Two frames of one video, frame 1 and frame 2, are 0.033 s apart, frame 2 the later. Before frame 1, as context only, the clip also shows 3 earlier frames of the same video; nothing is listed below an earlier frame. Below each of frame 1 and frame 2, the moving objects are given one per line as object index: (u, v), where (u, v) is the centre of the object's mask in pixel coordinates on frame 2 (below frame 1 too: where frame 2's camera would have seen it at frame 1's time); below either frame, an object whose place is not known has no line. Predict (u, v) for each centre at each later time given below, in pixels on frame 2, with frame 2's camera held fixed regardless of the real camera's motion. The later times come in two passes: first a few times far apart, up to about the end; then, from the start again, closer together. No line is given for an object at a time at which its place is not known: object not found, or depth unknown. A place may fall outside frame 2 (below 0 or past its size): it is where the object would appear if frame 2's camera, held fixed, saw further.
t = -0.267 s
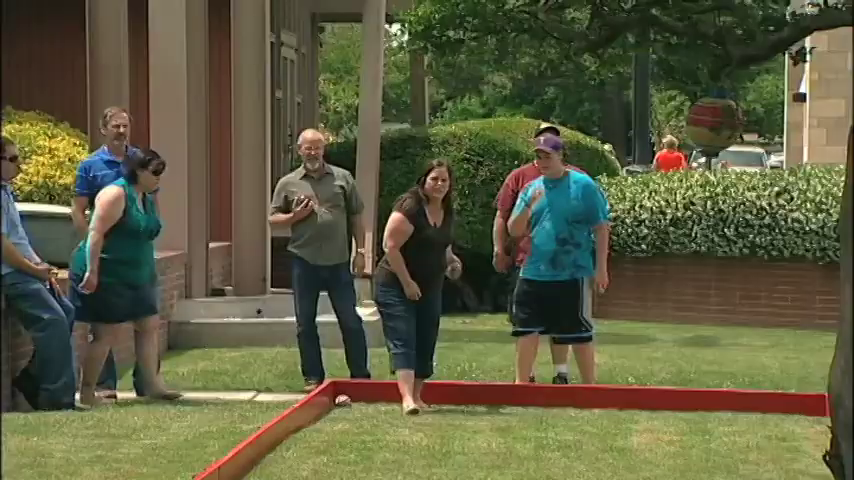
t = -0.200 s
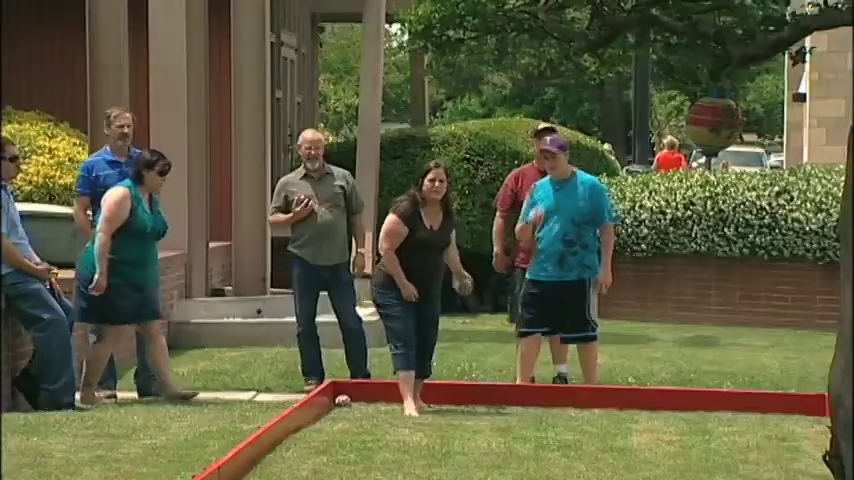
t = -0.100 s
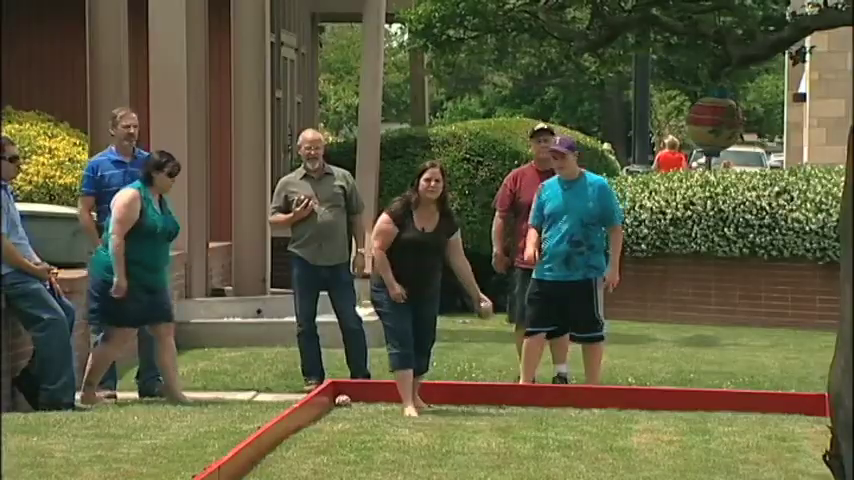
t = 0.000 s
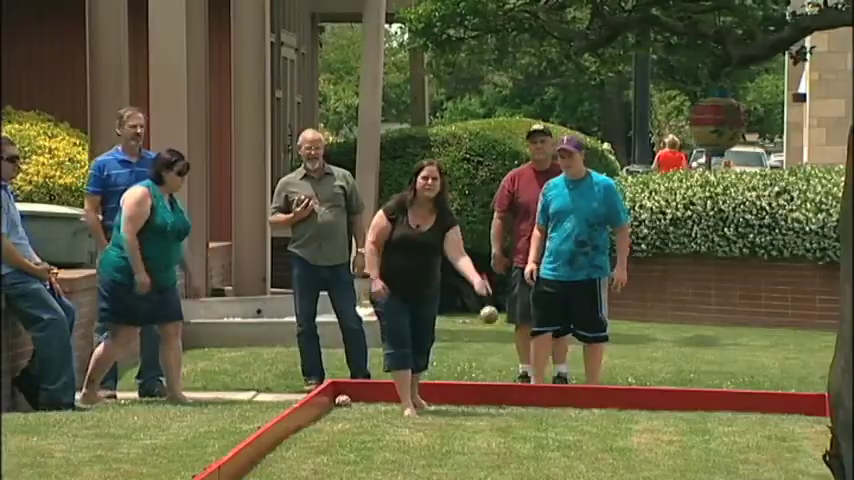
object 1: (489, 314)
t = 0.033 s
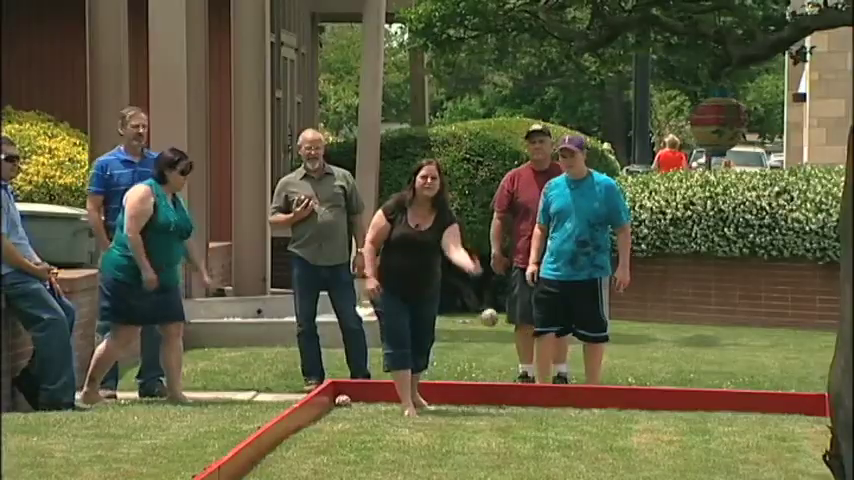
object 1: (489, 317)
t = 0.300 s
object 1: (494, 419)
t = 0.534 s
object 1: (491, 449)
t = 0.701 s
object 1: (490, 473)
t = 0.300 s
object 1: (494, 419)
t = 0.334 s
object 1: (494, 436)
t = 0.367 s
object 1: (493, 436)
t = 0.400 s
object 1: (493, 435)
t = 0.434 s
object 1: (492, 435)
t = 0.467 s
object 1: (492, 437)
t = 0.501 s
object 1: (491, 442)
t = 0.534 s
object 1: (491, 449)
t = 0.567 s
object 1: (491, 459)
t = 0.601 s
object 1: (490, 468)
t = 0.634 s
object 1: (489, 471)
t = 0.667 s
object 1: (489, 471)
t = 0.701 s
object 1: (490, 473)
